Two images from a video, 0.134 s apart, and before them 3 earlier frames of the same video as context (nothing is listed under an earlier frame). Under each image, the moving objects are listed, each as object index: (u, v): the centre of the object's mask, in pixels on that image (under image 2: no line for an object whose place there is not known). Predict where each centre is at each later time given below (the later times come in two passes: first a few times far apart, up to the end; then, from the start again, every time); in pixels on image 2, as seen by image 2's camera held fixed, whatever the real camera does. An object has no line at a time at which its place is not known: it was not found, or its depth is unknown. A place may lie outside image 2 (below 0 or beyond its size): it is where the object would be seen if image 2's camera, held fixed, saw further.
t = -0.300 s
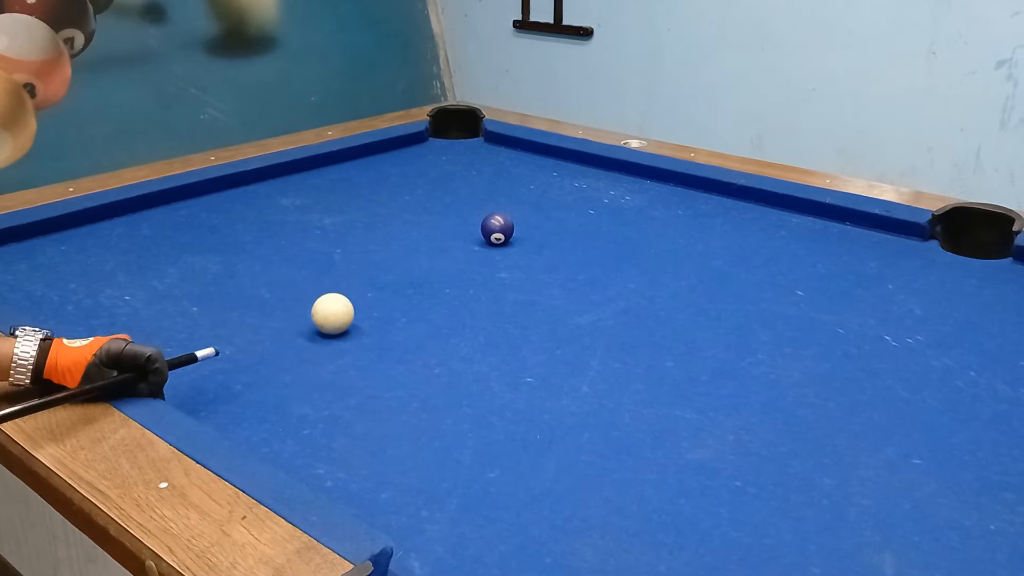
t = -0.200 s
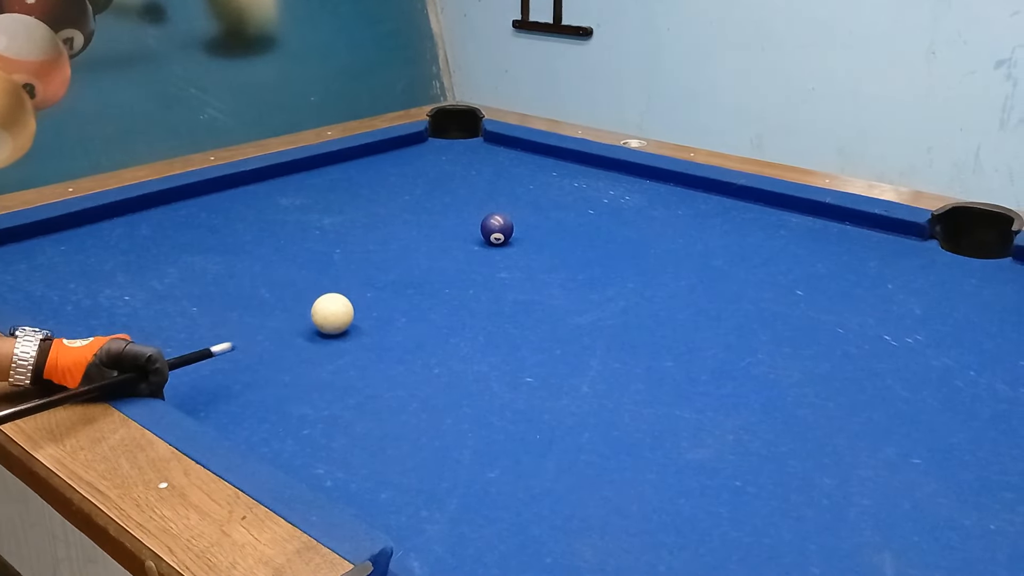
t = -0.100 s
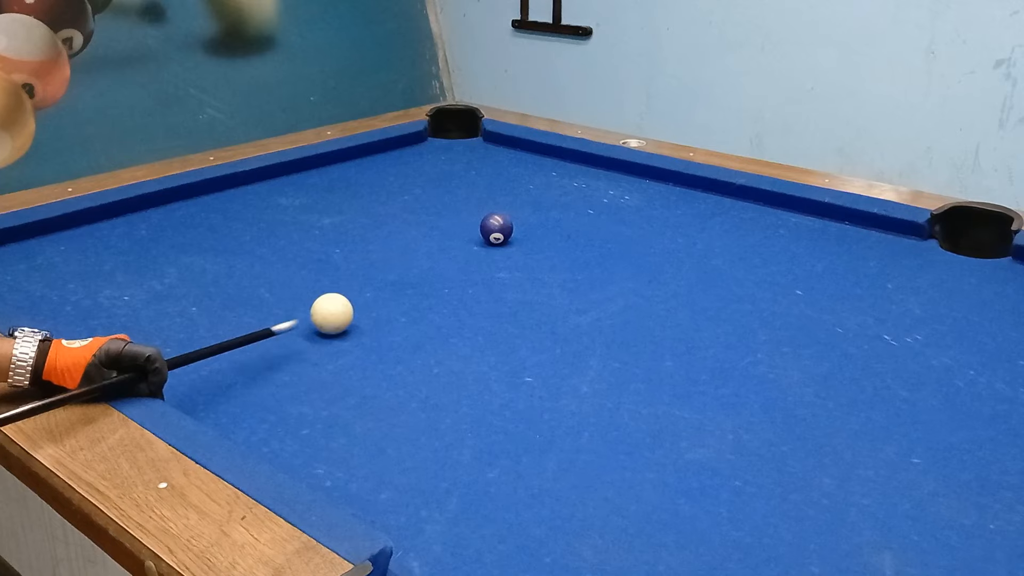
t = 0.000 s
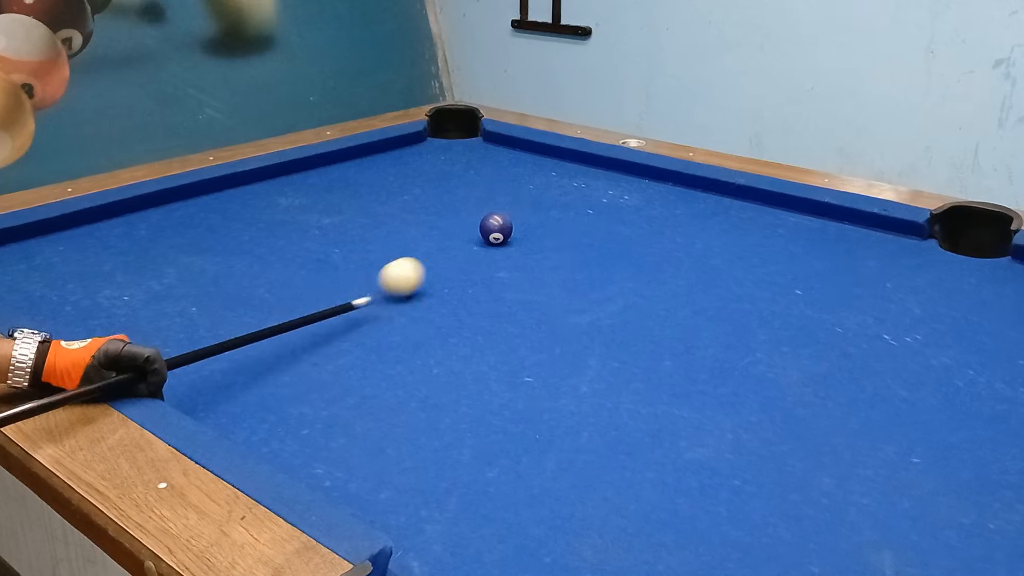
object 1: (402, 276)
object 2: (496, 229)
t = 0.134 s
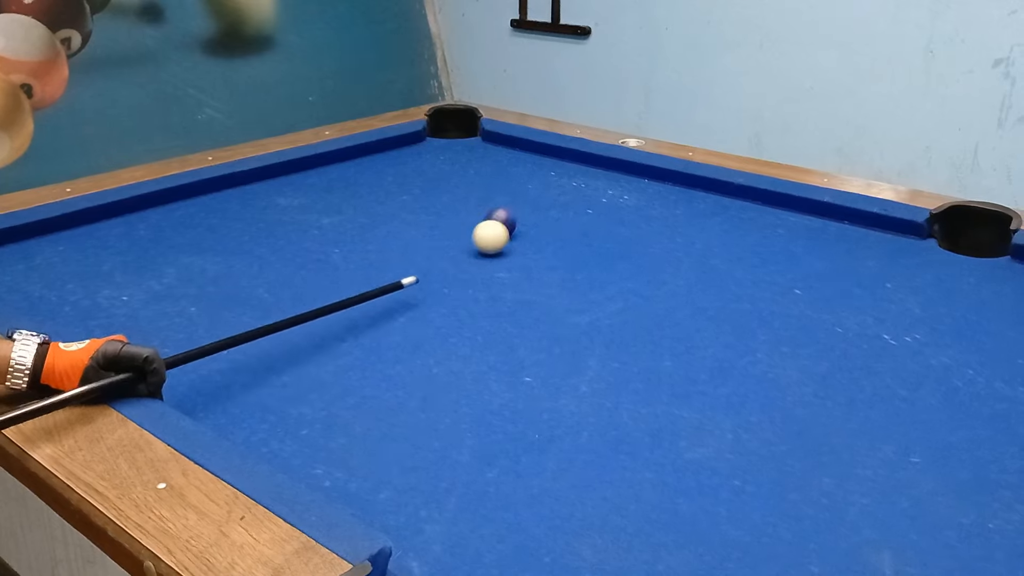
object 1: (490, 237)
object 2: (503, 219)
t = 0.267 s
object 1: (538, 235)
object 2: (528, 196)
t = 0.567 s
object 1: (641, 222)
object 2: (564, 157)
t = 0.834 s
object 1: (723, 211)
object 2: (488, 169)
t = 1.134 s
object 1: (793, 206)
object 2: (403, 180)
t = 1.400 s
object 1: (794, 224)
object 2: (323, 193)
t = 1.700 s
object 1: (798, 244)
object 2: (232, 206)
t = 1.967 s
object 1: (801, 262)
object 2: (151, 218)
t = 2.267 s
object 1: (806, 283)
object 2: (59, 234)
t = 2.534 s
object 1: (810, 301)
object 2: (16, 243)
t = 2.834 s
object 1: (816, 320)
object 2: (23, 239)
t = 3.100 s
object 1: (822, 337)
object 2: (28, 238)
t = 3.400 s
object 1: (829, 355)
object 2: (31, 235)
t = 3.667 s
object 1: (836, 369)
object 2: (30, 235)
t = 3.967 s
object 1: (845, 382)
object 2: (30, 235)
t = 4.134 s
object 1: (849, 388)
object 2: (30, 235)
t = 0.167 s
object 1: (501, 239)
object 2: (509, 213)
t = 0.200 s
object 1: (513, 238)
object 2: (515, 208)
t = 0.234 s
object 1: (525, 236)
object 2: (522, 202)
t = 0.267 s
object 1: (538, 235)
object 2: (528, 196)
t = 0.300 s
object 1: (550, 233)
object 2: (532, 192)
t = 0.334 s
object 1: (562, 232)
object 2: (537, 185)
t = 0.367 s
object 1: (573, 230)
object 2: (542, 181)
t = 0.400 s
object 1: (585, 229)
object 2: (547, 175)
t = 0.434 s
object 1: (597, 228)
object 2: (552, 171)
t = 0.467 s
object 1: (608, 226)
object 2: (556, 167)
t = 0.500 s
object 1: (619, 225)
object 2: (560, 162)
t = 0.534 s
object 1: (630, 223)
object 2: (564, 159)
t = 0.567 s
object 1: (641, 222)
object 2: (564, 157)
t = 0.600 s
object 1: (652, 220)
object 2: (555, 158)
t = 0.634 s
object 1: (663, 219)
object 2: (546, 158)
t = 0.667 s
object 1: (673, 218)
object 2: (537, 159)
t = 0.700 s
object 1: (683, 216)
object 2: (526, 161)
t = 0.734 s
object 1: (694, 215)
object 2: (518, 163)
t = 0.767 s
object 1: (703, 214)
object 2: (509, 164)
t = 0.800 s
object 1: (714, 212)
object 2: (498, 167)
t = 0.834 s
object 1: (723, 211)
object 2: (488, 169)
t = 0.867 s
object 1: (733, 210)
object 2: (480, 168)
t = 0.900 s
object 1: (743, 209)
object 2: (470, 169)
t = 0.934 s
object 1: (753, 208)
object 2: (459, 172)
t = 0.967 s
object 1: (762, 206)
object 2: (451, 174)
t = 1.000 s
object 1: (771, 205)
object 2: (442, 175)
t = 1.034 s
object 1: (781, 204)
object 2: (432, 177)
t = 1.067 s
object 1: (790, 203)
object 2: (422, 179)
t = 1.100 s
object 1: (792, 204)
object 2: (412, 180)
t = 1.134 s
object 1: (793, 206)
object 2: (403, 180)
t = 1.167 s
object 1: (793, 209)
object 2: (392, 181)
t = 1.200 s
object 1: (793, 211)
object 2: (382, 183)
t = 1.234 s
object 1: (793, 213)
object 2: (374, 186)
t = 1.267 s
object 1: (793, 215)
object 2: (364, 186)
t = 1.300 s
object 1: (793, 217)
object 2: (354, 188)
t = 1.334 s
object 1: (794, 220)
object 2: (344, 190)
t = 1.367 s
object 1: (794, 222)
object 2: (333, 192)
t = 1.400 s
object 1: (794, 224)
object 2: (323, 193)
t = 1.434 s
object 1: (795, 226)
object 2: (314, 192)
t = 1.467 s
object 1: (795, 229)
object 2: (303, 194)
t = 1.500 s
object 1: (795, 231)
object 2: (292, 197)
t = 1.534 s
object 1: (796, 233)
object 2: (284, 198)
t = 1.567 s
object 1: (796, 236)
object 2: (274, 199)
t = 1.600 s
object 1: (797, 238)
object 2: (263, 200)
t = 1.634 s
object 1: (797, 240)
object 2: (252, 203)
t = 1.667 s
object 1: (797, 242)
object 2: (243, 207)
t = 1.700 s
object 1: (798, 244)
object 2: (232, 206)
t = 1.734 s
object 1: (798, 247)
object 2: (222, 207)
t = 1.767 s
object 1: (798, 249)
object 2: (212, 207)
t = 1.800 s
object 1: (799, 251)
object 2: (201, 210)
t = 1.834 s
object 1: (799, 253)
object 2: (193, 211)
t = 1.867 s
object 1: (800, 256)
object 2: (182, 213)
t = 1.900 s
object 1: (800, 258)
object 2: (171, 215)
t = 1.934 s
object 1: (800, 260)
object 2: (161, 217)
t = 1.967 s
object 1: (801, 262)
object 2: (151, 218)
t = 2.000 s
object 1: (801, 265)
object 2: (141, 220)
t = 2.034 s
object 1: (802, 267)
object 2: (130, 222)
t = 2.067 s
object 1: (802, 269)
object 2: (120, 224)
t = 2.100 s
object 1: (803, 272)
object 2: (110, 225)
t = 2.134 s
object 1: (803, 274)
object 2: (99, 227)
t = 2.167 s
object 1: (804, 276)
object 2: (90, 229)
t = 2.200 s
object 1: (805, 279)
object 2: (79, 230)
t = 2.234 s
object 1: (805, 281)
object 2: (70, 232)
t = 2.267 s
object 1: (806, 283)
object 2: (59, 234)
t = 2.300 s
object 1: (806, 285)
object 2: (49, 236)
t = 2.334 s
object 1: (807, 288)
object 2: (39, 238)
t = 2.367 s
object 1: (807, 290)
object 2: (29, 240)
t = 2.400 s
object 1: (808, 292)
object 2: (24, 242)
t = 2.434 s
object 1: (808, 294)
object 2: (19, 243)
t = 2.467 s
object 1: (809, 297)
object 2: (15, 244)
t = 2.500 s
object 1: (809, 299)
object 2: (15, 243)
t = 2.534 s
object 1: (810, 301)
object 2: (16, 243)
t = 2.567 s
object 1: (810, 303)
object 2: (17, 243)
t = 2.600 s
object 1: (811, 306)
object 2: (17, 242)
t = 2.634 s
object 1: (811, 308)
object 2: (18, 242)
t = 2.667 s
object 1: (812, 310)
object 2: (18, 242)
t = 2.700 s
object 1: (813, 312)
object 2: (19, 241)
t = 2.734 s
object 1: (814, 314)
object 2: (20, 241)
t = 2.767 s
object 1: (814, 316)
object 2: (21, 240)
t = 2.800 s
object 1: (815, 319)
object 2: (22, 240)
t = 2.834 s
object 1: (816, 320)
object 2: (23, 239)
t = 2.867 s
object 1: (816, 322)
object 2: (24, 239)
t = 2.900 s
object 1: (817, 325)
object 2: (24, 238)
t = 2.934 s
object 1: (818, 327)
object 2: (25, 239)
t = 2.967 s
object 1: (819, 329)
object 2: (26, 239)
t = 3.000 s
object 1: (819, 331)
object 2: (27, 238)
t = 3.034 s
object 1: (820, 333)
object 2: (32, 239)
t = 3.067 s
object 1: (821, 335)
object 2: (23, 238)
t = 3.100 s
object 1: (822, 337)
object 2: (28, 238)
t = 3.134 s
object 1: (823, 339)
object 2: (29, 238)
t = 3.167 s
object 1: (824, 341)
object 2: (29, 237)
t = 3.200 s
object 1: (824, 343)
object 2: (30, 236)
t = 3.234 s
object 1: (825, 345)
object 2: (30, 236)
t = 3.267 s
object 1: (826, 347)
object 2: (30, 236)
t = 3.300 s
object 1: (827, 349)
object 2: (31, 236)
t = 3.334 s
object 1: (828, 351)
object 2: (31, 236)
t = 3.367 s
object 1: (828, 353)
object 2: (31, 235)
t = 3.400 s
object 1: (829, 355)
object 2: (31, 235)
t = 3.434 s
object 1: (830, 357)
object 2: (30, 235)
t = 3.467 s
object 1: (831, 358)
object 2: (30, 235)
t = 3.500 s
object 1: (832, 360)
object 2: (30, 235)
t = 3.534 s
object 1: (833, 362)
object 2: (30, 235)
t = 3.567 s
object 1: (834, 364)
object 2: (30, 235)
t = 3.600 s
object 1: (834, 366)
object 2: (30, 235)
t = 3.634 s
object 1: (835, 367)
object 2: (30, 235)
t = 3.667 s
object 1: (836, 369)
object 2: (30, 235)
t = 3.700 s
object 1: (837, 370)
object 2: (30, 235)
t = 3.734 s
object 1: (838, 372)
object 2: (30, 235)
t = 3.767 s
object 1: (839, 373)
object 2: (30, 235)
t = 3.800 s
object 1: (840, 375)
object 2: (30, 235)
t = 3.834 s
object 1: (841, 376)
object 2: (30, 235)
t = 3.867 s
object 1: (842, 378)
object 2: (30, 235)
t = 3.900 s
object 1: (843, 379)
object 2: (30, 235)
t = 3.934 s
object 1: (844, 381)
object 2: (30, 235)
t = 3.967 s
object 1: (845, 382)
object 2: (30, 235)
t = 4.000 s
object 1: (846, 383)
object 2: (30, 235)
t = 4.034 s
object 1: (846, 385)
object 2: (30, 235)
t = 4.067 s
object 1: (847, 386)
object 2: (30, 235)
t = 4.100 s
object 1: (848, 387)
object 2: (30, 235)
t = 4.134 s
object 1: (849, 388)
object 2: (30, 235)
